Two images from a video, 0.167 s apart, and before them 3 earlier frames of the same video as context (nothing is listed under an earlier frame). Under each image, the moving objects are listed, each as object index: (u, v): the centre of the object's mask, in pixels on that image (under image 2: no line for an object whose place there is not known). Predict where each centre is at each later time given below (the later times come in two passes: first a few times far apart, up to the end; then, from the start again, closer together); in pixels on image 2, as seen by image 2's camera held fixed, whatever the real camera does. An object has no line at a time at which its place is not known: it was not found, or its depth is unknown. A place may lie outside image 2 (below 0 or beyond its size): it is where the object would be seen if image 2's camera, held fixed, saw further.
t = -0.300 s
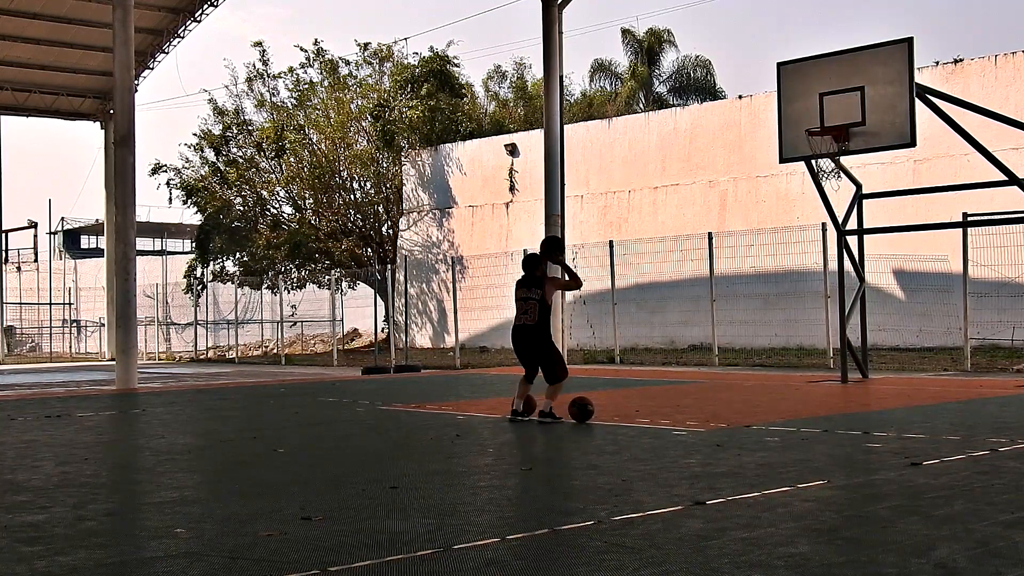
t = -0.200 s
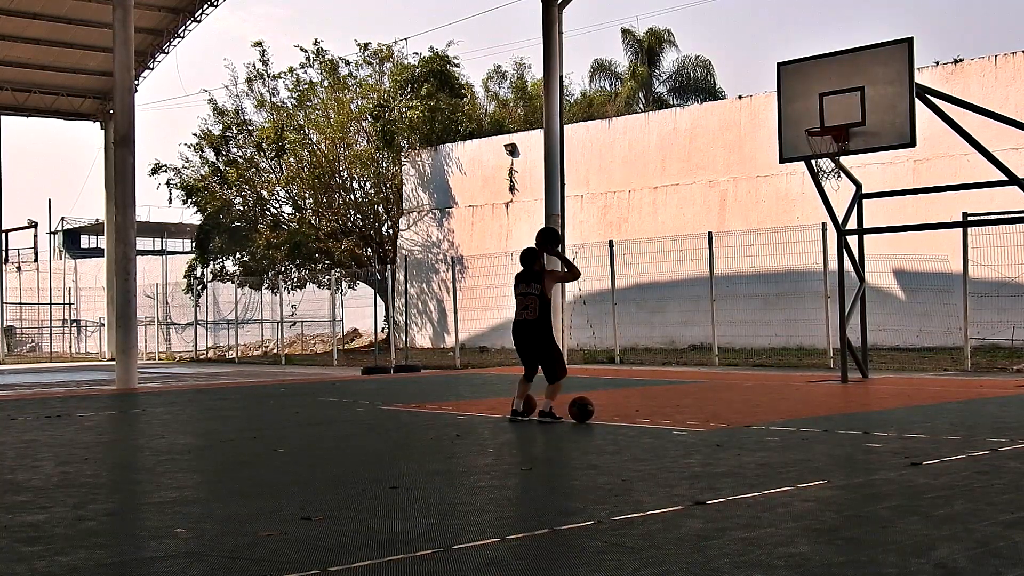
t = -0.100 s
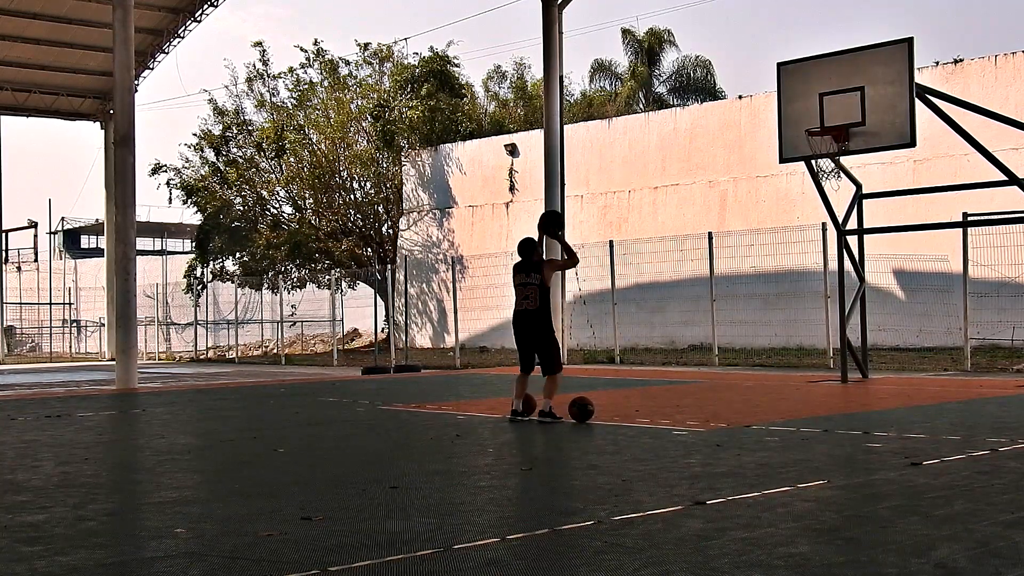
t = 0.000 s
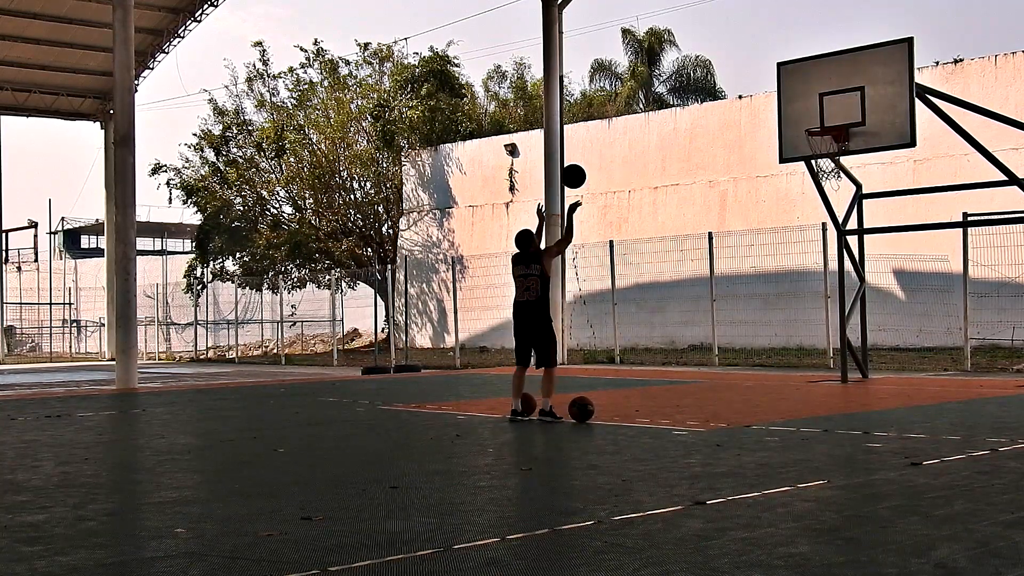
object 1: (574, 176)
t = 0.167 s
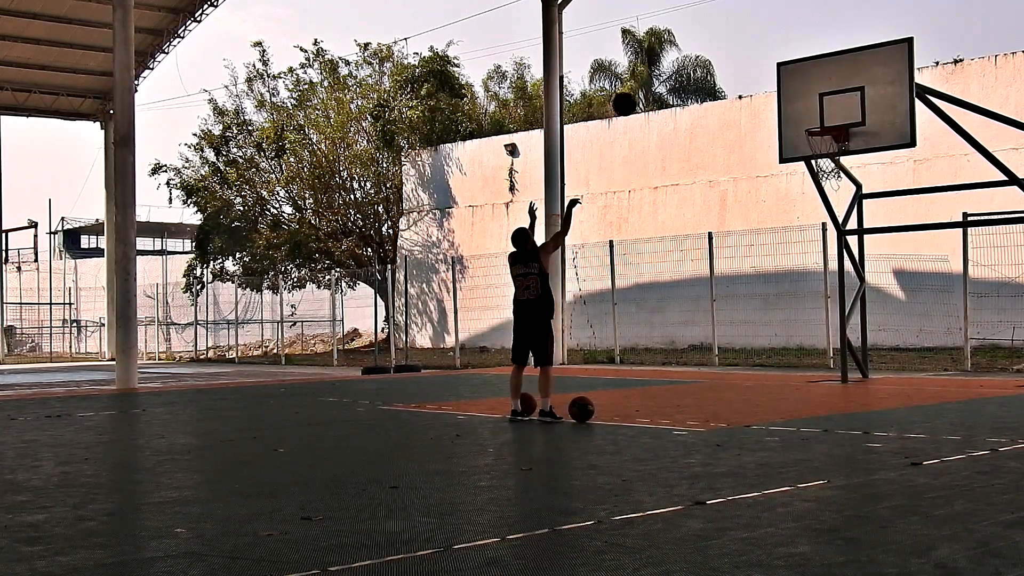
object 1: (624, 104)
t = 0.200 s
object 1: (634, 93)
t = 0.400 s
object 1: (693, 53)
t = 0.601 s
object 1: (748, 52)
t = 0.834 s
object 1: (808, 95)
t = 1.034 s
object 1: (821, 140)
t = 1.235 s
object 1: (807, 165)
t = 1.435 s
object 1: (797, 217)
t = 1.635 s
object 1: (789, 307)
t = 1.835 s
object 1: (780, 361)
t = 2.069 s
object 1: (766, 271)
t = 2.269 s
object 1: (755, 230)
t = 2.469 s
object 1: (745, 227)
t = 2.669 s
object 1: (734, 263)
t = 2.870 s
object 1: (725, 342)
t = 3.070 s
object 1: (714, 362)
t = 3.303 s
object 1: (697, 291)
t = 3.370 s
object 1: (692, 280)
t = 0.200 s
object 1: (634, 93)
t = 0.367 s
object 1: (684, 57)
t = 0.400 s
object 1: (693, 53)
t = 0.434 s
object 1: (703, 51)
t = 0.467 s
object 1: (712, 49)
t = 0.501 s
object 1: (721, 48)
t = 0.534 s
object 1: (730, 49)
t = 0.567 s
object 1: (739, 50)
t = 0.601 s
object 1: (748, 52)
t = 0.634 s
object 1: (757, 56)
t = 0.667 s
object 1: (766, 60)
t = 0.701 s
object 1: (774, 65)
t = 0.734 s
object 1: (783, 71)
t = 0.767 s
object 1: (792, 79)
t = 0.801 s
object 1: (800, 86)
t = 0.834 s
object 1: (808, 95)
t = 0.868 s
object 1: (817, 105)
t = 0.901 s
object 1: (825, 116)
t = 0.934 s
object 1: (832, 125)
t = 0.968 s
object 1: (832, 131)
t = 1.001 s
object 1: (829, 135)
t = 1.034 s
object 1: (821, 140)
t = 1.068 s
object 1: (817, 143)
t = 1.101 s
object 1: (814, 147)
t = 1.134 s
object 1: (811, 150)
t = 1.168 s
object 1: (809, 155)
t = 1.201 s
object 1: (808, 160)
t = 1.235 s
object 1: (807, 165)
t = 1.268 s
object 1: (805, 170)
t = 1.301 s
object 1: (803, 178)
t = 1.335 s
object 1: (802, 186)
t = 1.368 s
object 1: (800, 195)
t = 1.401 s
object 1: (799, 206)
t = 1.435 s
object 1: (797, 217)
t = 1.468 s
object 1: (796, 229)
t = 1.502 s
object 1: (795, 243)
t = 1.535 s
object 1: (793, 257)
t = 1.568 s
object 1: (792, 273)
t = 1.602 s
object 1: (791, 290)
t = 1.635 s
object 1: (789, 307)
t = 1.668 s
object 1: (788, 326)
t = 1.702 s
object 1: (786, 346)
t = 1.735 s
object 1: (785, 368)
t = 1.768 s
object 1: (784, 390)
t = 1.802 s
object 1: (782, 377)
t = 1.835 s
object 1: (780, 361)
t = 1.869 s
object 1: (778, 345)
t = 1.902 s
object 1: (776, 331)
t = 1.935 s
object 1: (774, 317)
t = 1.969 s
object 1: (772, 304)
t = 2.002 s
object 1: (770, 292)
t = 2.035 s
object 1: (768, 281)
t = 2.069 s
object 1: (766, 271)
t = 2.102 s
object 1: (765, 262)
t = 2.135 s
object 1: (763, 253)
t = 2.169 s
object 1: (761, 246)
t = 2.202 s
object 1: (759, 240)
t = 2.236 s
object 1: (757, 235)
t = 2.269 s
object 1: (755, 230)
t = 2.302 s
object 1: (753, 227)
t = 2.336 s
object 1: (752, 225)
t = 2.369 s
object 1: (750, 224)
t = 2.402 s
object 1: (748, 224)
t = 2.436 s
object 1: (746, 225)
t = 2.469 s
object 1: (745, 227)
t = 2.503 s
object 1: (743, 230)
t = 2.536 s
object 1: (741, 235)
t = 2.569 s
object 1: (739, 240)
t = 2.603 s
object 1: (738, 247)
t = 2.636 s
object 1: (736, 254)
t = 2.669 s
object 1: (734, 263)
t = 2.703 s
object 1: (733, 273)
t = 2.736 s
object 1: (731, 284)
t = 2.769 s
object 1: (730, 297)
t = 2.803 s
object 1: (728, 311)
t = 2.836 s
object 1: (727, 325)
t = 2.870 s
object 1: (725, 342)
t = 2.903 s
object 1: (723, 360)
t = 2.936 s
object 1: (723, 378)
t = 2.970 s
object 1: (721, 398)
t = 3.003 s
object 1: (719, 392)
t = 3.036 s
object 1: (717, 376)
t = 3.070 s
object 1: (714, 362)
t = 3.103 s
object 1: (712, 348)
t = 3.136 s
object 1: (709, 336)
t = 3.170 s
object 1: (707, 325)
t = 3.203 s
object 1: (704, 315)
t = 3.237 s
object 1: (702, 305)
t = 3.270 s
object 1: (699, 297)
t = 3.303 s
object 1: (697, 291)
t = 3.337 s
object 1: (695, 285)
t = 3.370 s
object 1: (692, 280)
